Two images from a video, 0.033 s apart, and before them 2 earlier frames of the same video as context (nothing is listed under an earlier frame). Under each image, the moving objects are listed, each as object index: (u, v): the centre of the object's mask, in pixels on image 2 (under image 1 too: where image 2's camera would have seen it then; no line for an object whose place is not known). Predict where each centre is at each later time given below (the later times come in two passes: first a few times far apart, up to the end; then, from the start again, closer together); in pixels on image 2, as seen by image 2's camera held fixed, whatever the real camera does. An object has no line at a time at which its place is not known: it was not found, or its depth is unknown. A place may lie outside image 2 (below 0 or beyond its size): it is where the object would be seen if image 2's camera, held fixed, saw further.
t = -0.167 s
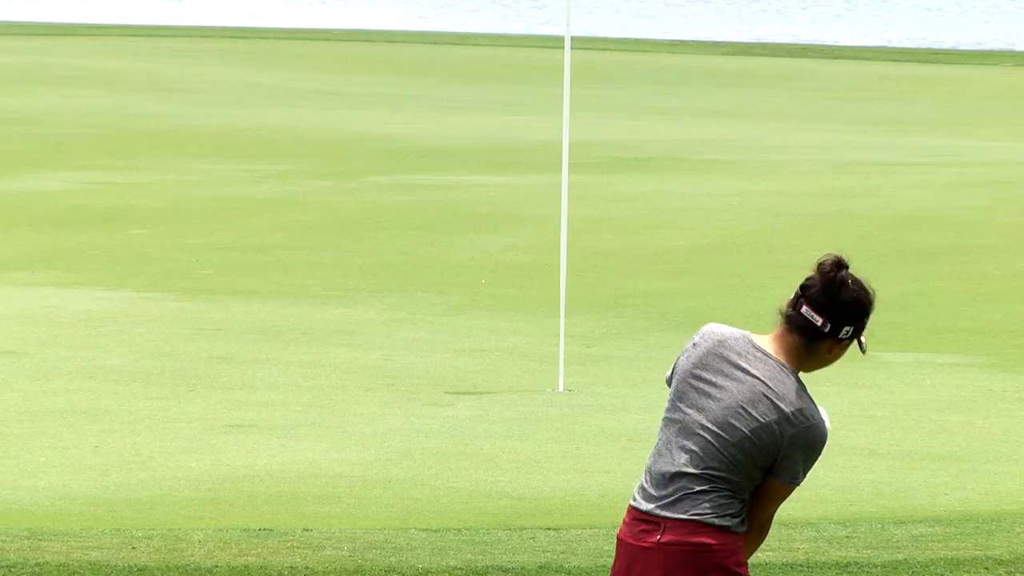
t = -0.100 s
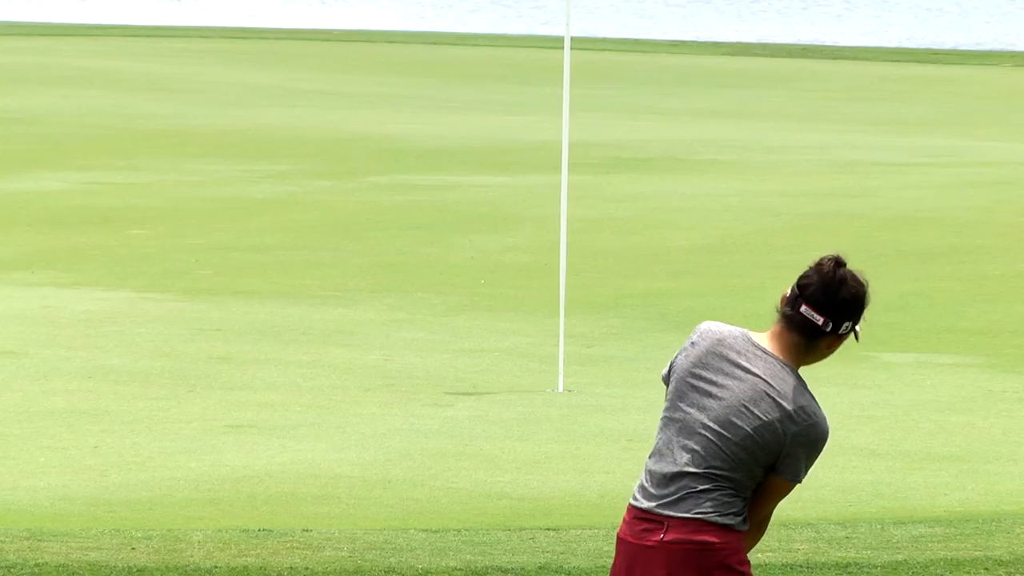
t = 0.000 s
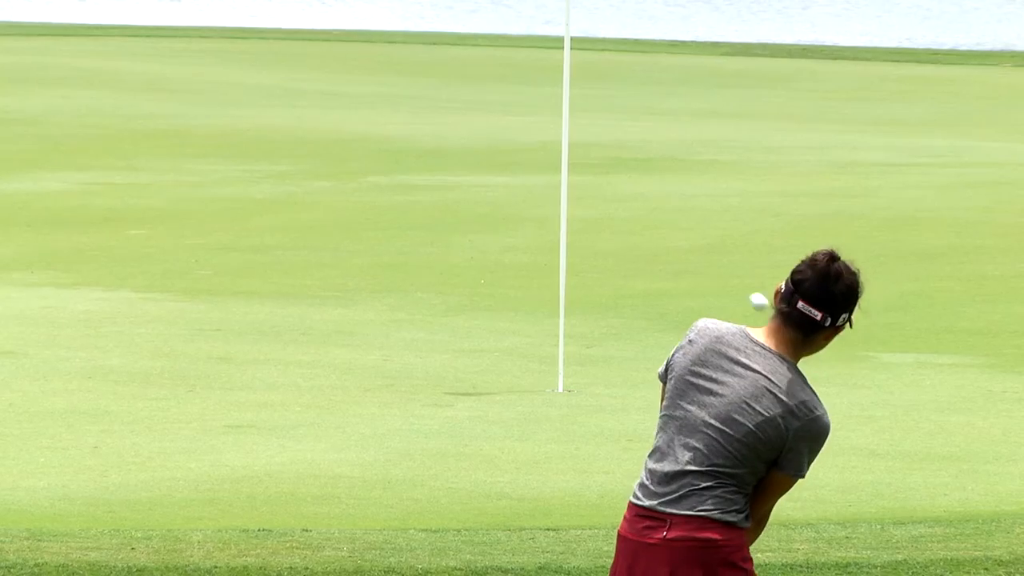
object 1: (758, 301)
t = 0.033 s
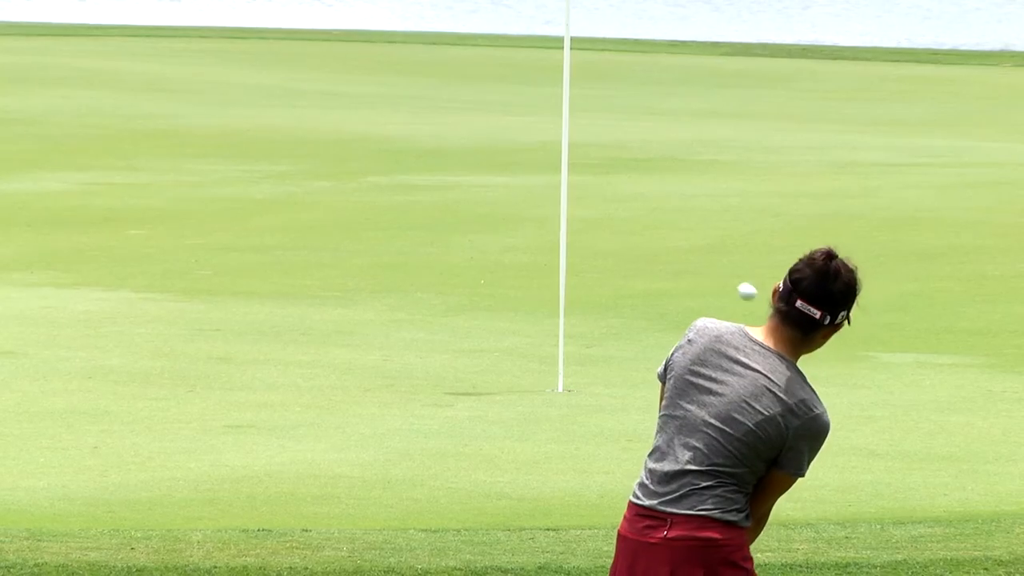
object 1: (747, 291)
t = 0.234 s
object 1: (679, 313)
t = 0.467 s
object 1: (606, 503)
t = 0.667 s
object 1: (582, 413)
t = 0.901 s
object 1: (555, 456)
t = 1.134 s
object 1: (543, 446)
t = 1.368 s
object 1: (534, 438)
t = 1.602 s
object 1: (529, 428)
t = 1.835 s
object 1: (527, 419)
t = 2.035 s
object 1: (527, 412)
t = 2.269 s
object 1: (529, 405)
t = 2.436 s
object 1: (530, 400)
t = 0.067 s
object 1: (735, 285)
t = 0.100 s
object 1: (724, 283)
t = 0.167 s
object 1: (701, 290)
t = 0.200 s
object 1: (690, 300)
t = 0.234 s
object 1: (679, 313)
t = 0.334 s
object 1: (646, 375)
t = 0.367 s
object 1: (636, 403)
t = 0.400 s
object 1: (626, 435)
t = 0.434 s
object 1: (616, 470)
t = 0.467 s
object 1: (606, 503)
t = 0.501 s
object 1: (602, 478)
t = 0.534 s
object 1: (598, 457)
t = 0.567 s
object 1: (594, 441)
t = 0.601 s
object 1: (590, 427)
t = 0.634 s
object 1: (586, 418)
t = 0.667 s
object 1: (582, 413)
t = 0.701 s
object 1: (578, 411)
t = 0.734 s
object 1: (574, 413)
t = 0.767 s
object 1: (570, 418)
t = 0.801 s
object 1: (566, 426)
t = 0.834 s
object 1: (562, 440)
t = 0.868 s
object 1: (558, 456)
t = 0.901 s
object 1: (555, 456)
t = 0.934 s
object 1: (554, 447)
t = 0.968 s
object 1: (552, 440)
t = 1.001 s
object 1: (550, 438)
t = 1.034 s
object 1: (548, 438)
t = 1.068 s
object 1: (546, 443)
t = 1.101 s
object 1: (544, 451)
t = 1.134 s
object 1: (543, 446)
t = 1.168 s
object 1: (541, 442)
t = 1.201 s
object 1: (540, 442)
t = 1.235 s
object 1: (538, 445)
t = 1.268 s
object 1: (537, 442)
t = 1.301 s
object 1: (536, 441)
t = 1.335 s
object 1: (535, 440)
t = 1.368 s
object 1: (534, 438)
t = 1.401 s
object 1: (533, 437)
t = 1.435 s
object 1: (532, 436)
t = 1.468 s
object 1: (531, 434)
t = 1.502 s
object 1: (531, 432)
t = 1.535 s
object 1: (530, 431)
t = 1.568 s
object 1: (530, 429)
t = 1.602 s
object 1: (529, 428)
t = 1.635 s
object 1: (529, 427)
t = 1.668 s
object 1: (529, 425)
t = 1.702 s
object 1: (529, 424)
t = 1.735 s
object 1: (528, 423)
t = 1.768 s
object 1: (528, 422)
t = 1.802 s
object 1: (527, 420)
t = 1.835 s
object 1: (527, 419)
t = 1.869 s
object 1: (527, 417)
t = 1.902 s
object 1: (527, 417)
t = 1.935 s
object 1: (527, 415)
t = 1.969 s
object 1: (527, 414)
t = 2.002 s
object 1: (527, 413)
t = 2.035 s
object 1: (527, 412)
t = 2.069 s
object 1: (527, 411)
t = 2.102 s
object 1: (528, 410)
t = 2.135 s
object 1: (528, 409)
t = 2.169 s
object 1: (528, 408)
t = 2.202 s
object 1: (528, 407)
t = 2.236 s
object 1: (529, 406)
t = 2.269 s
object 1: (529, 405)
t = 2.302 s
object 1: (529, 404)
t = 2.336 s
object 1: (529, 403)
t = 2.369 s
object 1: (529, 402)
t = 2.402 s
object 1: (529, 401)
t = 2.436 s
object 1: (530, 400)
